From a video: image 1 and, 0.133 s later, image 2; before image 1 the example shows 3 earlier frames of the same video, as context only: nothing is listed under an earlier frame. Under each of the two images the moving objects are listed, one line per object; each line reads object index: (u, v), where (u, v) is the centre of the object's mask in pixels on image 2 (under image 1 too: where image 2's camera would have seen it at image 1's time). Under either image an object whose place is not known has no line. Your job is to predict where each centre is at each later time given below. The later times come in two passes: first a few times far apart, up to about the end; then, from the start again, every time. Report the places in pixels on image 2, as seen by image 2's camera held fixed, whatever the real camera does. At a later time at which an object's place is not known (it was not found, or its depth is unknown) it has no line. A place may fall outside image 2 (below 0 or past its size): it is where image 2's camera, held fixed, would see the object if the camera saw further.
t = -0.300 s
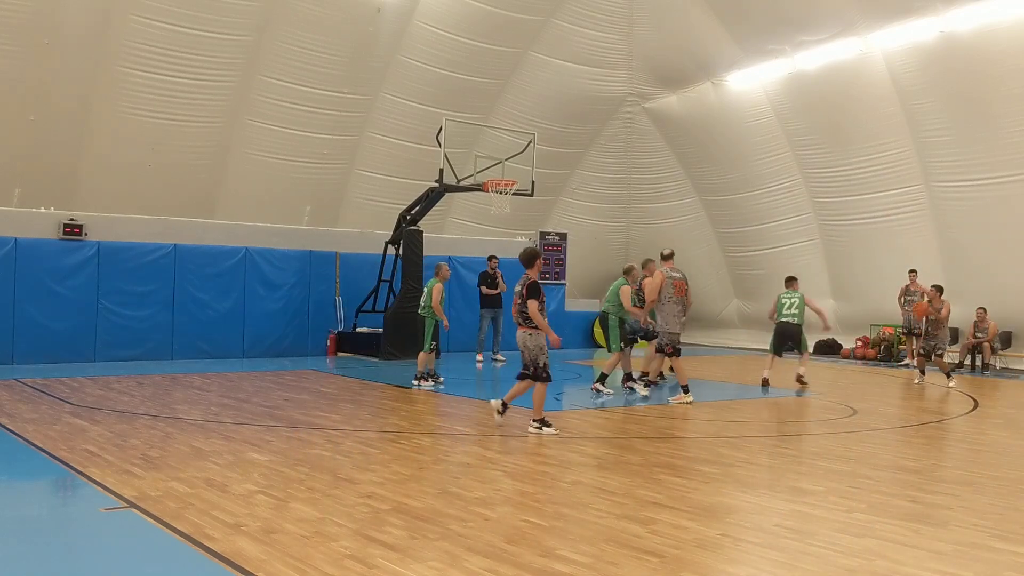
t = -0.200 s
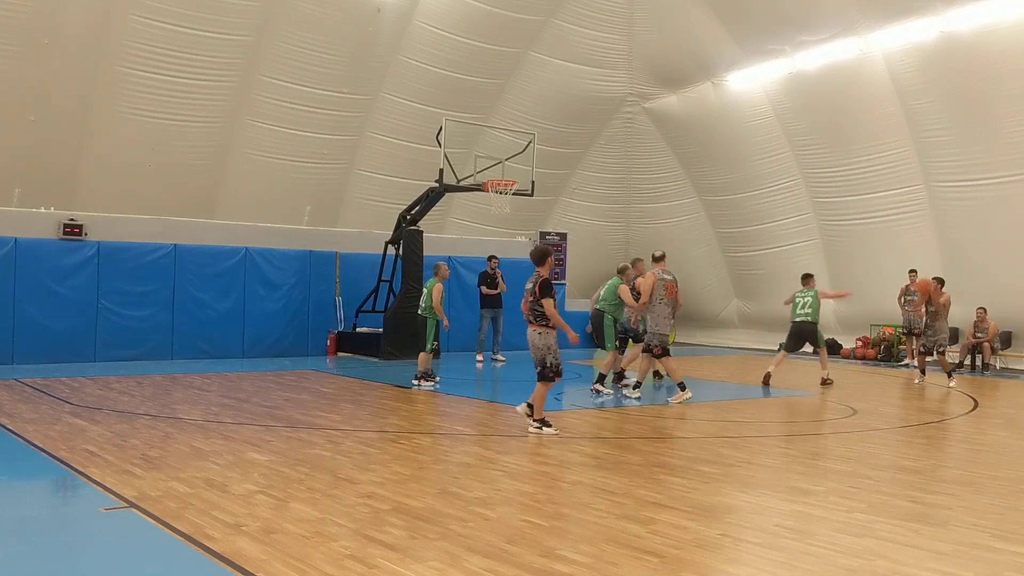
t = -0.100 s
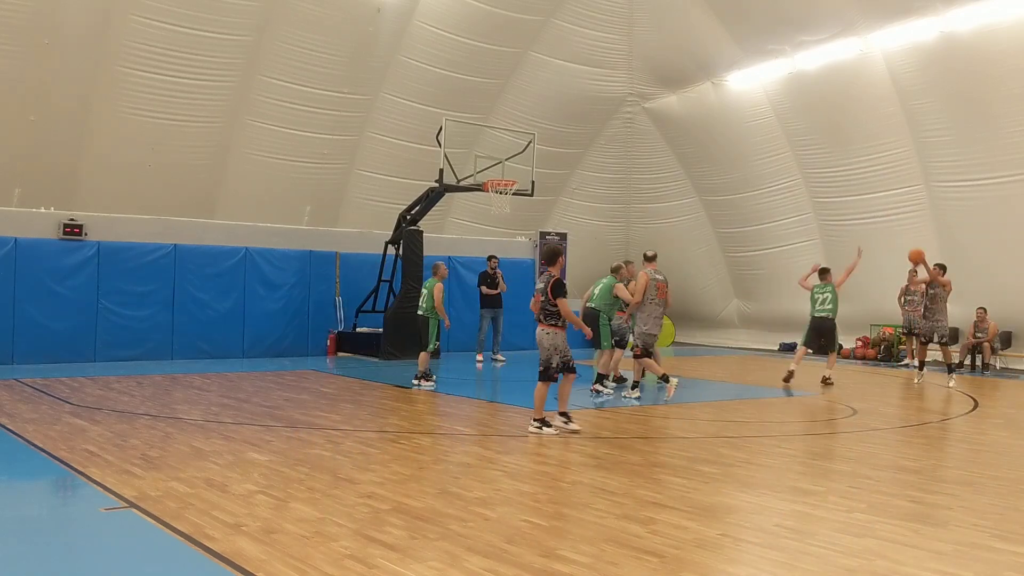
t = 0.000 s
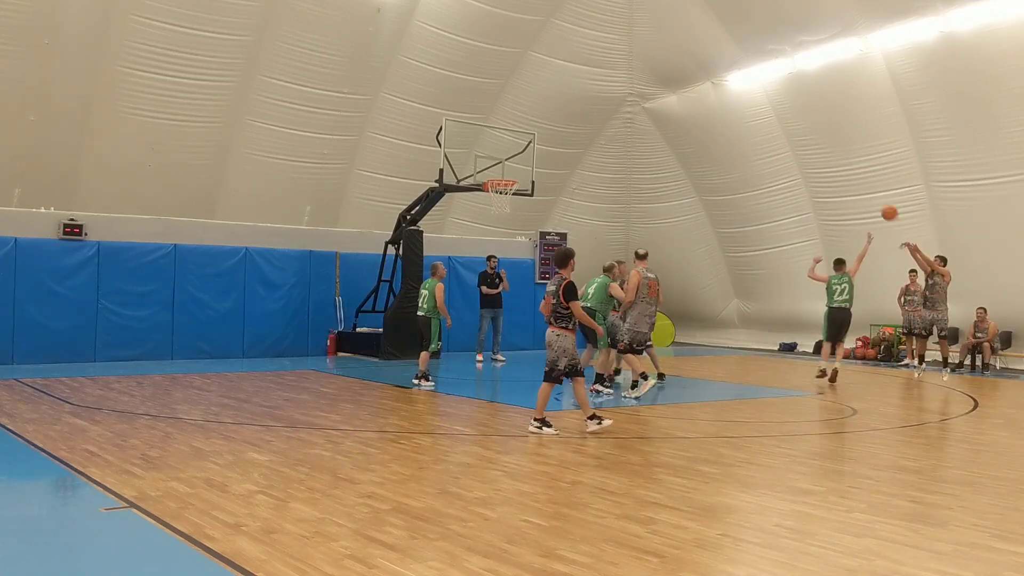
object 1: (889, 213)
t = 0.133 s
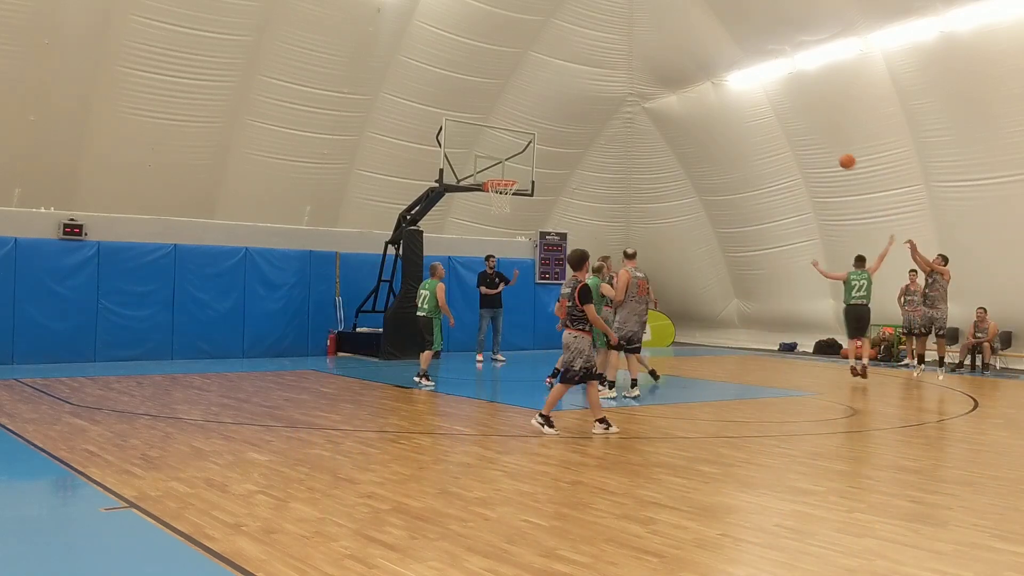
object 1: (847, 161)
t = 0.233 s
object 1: (816, 130)
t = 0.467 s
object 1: (745, 83)
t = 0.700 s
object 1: (674, 69)
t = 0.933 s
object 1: (604, 89)
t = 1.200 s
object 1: (526, 153)
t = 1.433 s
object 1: (507, 156)
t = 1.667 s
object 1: (536, 132)
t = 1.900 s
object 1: (565, 141)
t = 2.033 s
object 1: (581, 162)
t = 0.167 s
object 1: (837, 150)
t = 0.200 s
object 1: (826, 140)
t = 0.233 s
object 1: (816, 130)
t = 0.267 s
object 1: (806, 121)
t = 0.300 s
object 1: (795, 113)
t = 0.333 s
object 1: (785, 106)
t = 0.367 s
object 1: (775, 98)
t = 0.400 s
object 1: (765, 92)
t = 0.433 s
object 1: (755, 87)
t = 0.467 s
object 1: (745, 83)
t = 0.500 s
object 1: (734, 78)
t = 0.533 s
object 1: (724, 75)
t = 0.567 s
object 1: (714, 72)
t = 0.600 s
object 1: (704, 71)
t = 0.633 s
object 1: (694, 70)
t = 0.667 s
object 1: (684, 69)
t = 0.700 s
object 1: (674, 69)
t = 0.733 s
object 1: (664, 69)
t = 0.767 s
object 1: (655, 71)
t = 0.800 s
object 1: (644, 73)
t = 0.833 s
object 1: (634, 76)
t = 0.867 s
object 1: (624, 80)
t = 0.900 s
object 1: (614, 84)
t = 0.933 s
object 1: (604, 89)
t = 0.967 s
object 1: (594, 95)
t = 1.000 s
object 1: (585, 101)
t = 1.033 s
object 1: (575, 108)
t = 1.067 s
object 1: (565, 116)
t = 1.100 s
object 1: (555, 124)
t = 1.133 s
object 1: (545, 133)
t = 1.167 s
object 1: (536, 143)
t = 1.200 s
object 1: (526, 153)
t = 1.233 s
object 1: (516, 163)
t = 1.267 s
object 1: (507, 174)
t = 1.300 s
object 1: (500, 175)
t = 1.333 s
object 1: (495, 175)
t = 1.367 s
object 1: (499, 169)
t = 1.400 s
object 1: (503, 163)
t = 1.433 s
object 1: (507, 156)
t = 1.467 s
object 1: (511, 151)
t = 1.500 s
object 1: (515, 146)
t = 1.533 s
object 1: (519, 142)
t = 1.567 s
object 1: (524, 138)
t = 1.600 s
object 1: (528, 135)
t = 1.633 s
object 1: (532, 133)
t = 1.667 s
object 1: (536, 132)
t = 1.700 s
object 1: (540, 130)
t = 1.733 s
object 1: (544, 130)
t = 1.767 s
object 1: (548, 131)
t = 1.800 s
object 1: (552, 133)
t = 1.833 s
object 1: (556, 135)
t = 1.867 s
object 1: (561, 137)
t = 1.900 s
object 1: (565, 141)
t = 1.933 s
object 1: (568, 145)
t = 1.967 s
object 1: (573, 150)
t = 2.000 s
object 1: (577, 156)
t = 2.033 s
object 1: (581, 162)
